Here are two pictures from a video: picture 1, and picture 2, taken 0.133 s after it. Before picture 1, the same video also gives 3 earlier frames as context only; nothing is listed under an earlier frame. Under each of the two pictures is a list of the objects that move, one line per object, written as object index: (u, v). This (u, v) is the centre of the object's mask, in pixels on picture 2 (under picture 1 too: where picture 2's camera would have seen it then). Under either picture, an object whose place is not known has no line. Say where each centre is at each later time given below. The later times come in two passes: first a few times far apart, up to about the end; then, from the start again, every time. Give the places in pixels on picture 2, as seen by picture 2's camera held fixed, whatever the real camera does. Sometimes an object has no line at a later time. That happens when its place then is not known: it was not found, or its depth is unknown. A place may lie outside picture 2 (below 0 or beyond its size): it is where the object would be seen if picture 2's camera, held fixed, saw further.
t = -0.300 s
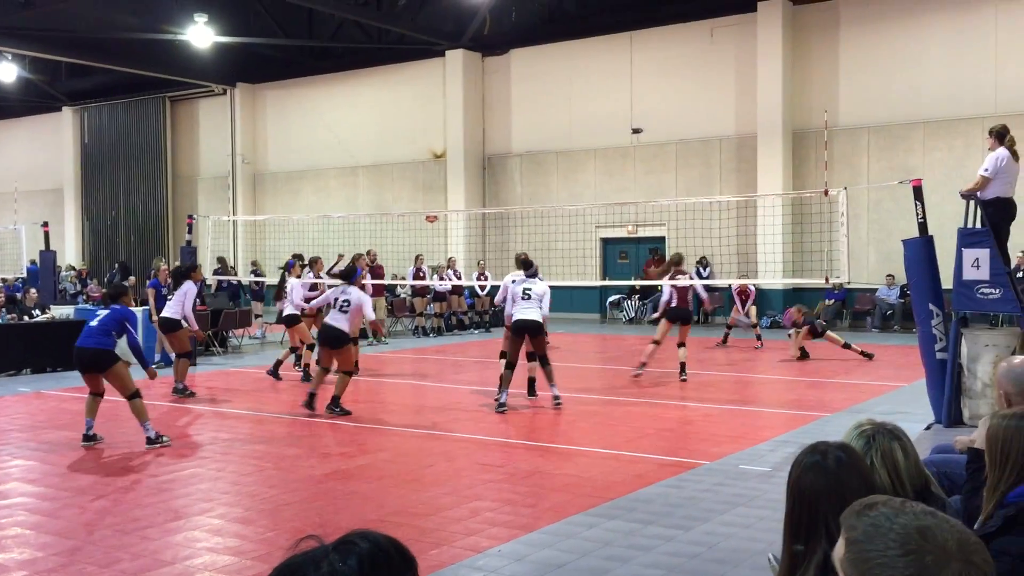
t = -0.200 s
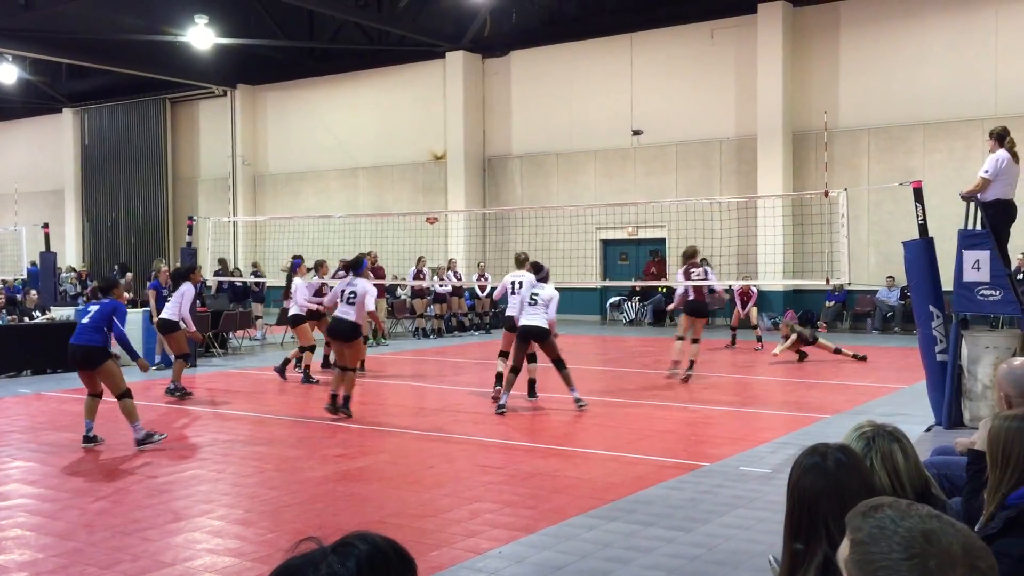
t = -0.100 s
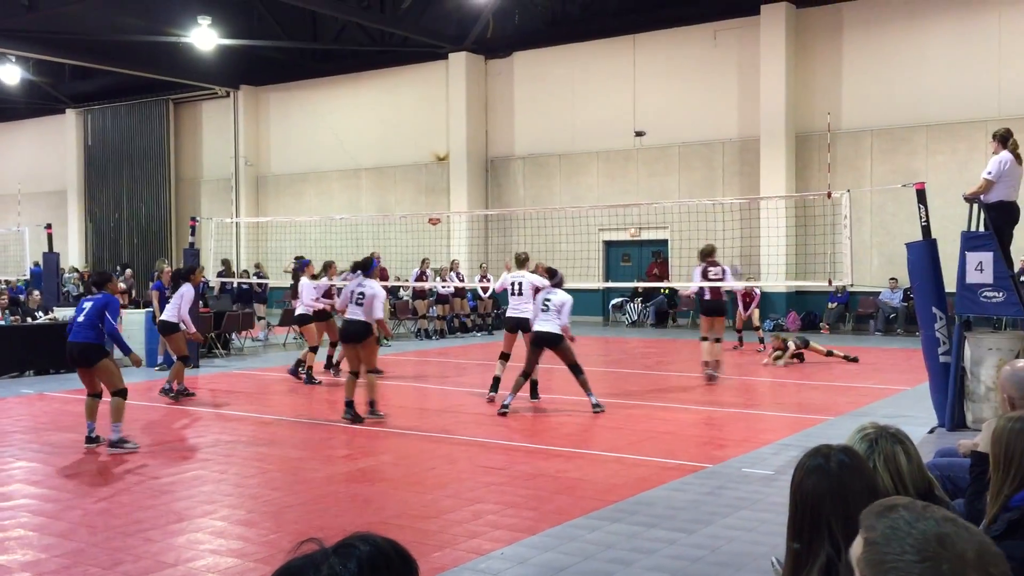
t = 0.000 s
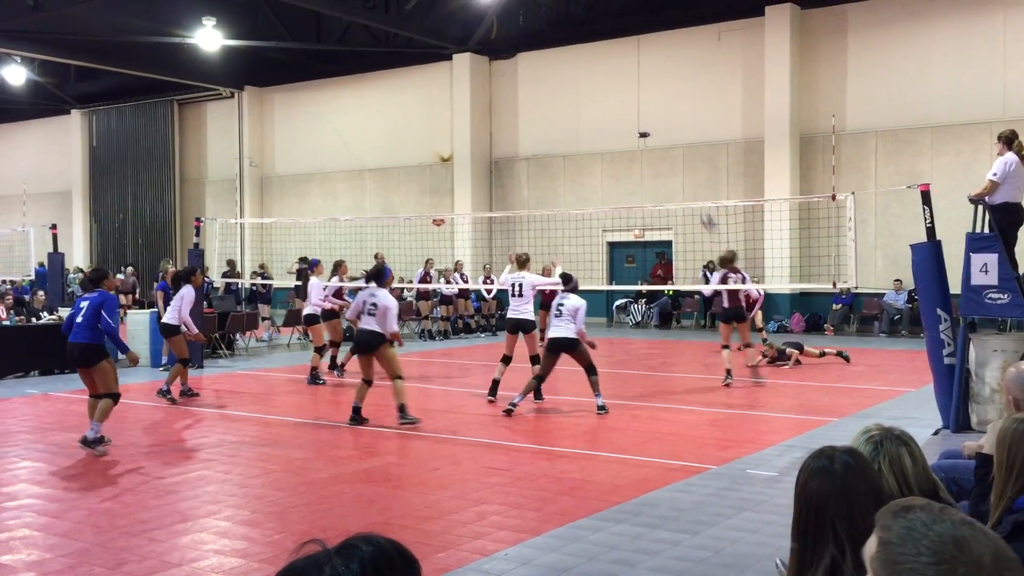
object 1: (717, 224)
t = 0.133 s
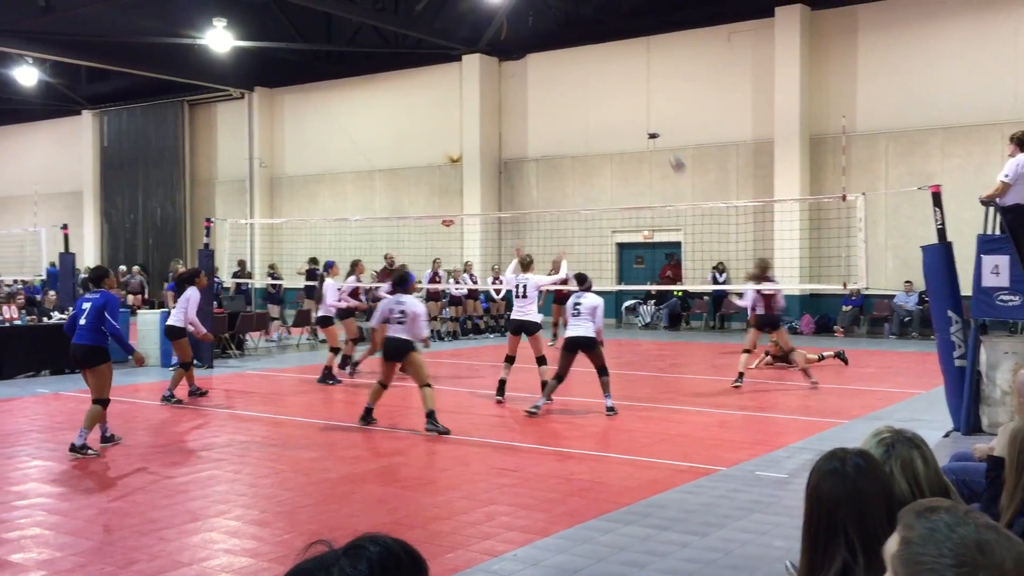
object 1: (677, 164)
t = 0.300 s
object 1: (629, 104)
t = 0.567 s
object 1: (551, 41)
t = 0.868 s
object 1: (461, 25)
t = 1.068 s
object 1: (397, 49)
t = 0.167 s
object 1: (668, 151)
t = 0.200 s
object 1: (658, 139)
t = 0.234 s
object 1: (648, 126)
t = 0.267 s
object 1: (639, 114)
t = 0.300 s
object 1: (629, 104)
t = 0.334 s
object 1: (619, 93)
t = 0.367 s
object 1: (610, 84)
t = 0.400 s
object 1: (600, 75)
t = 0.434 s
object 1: (591, 66)
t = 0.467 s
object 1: (580, 60)
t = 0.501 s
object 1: (570, 52)
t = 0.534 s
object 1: (561, 45)
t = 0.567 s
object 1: (551, 41)
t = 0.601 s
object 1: (541, 36)
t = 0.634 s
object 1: (532, 32)
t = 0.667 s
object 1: (522, 29)
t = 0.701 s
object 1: (512, 26)
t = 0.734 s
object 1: (502, 25)
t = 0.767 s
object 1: (491, 23)
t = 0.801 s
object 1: (482, 23)
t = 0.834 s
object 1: (472, 23)
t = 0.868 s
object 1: (461, 25)
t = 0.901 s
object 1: (450, 27)
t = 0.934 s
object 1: (440, 30)
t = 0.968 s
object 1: (429, 33)
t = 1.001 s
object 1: (418, 38)
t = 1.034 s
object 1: (408, 43)
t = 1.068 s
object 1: (397, 49)
